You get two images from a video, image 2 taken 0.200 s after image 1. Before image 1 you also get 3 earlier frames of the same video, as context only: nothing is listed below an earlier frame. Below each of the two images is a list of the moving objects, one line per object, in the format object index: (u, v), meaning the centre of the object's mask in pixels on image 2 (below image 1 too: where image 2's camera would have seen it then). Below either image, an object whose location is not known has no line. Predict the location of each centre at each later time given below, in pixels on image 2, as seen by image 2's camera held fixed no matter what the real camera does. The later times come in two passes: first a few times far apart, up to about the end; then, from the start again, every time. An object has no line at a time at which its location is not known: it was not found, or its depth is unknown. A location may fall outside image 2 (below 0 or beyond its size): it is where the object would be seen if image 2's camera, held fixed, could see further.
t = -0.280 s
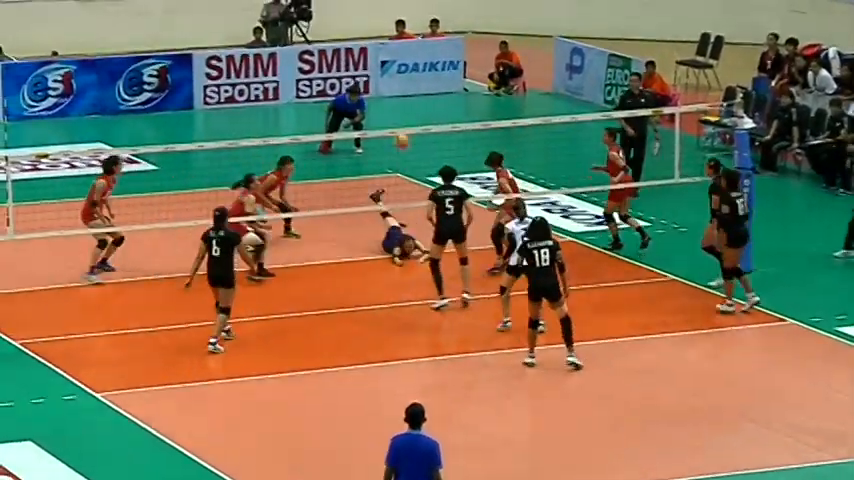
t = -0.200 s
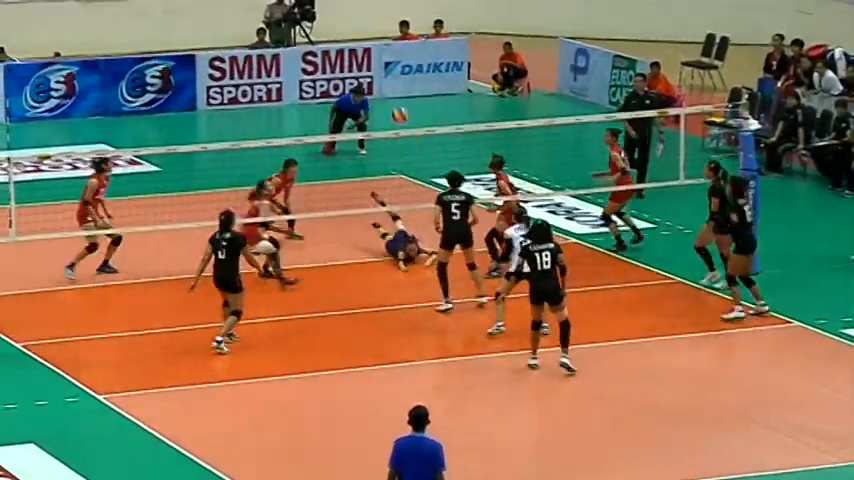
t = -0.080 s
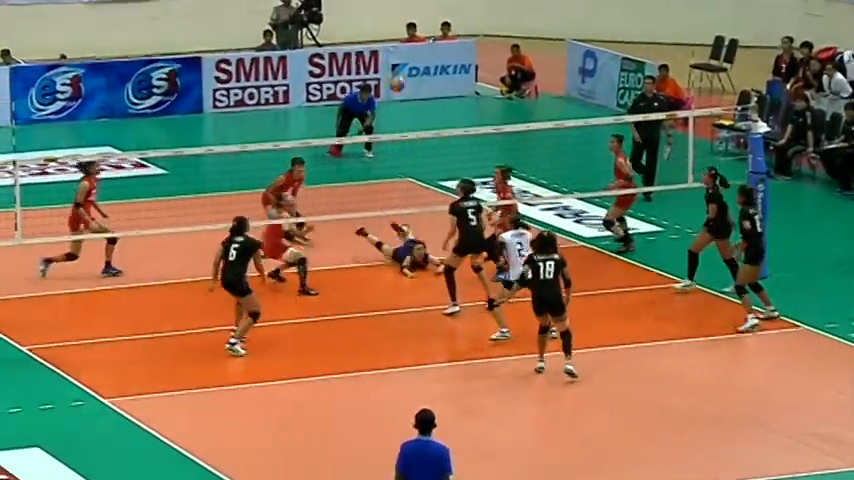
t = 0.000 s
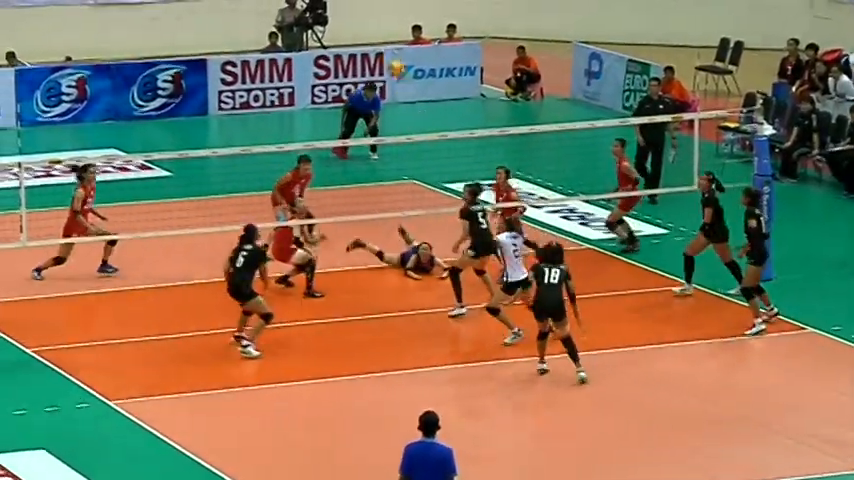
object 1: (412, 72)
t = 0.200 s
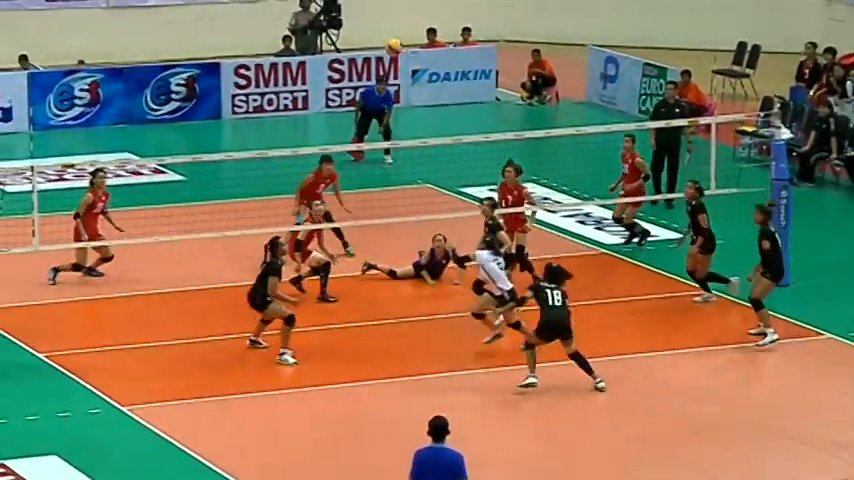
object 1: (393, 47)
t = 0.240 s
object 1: (389, 45)
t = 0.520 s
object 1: (368, 67)
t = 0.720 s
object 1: (351, 122)
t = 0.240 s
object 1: (389, 45)
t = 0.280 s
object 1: (386, 45)
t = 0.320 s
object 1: (383, 46)
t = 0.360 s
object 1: (380, 47)
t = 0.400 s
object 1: (377, 49)
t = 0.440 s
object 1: (374, 56)
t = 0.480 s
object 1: (370, 60)
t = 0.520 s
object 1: (368, 67)
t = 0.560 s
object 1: (364, 76)
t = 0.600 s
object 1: (360, 87)
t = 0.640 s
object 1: (357, 97)
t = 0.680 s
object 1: (354, 108)
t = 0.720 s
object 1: (351, 122)
